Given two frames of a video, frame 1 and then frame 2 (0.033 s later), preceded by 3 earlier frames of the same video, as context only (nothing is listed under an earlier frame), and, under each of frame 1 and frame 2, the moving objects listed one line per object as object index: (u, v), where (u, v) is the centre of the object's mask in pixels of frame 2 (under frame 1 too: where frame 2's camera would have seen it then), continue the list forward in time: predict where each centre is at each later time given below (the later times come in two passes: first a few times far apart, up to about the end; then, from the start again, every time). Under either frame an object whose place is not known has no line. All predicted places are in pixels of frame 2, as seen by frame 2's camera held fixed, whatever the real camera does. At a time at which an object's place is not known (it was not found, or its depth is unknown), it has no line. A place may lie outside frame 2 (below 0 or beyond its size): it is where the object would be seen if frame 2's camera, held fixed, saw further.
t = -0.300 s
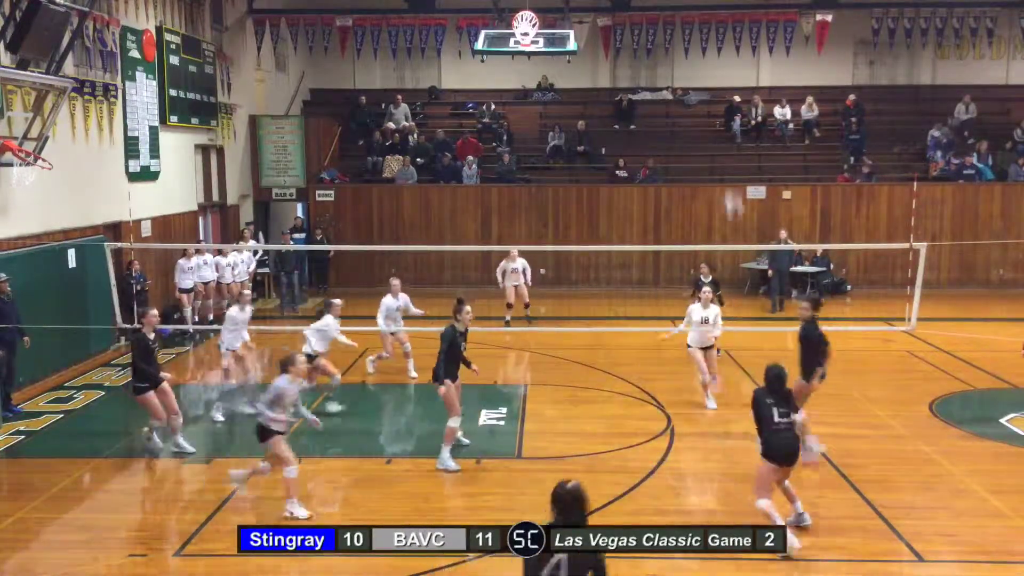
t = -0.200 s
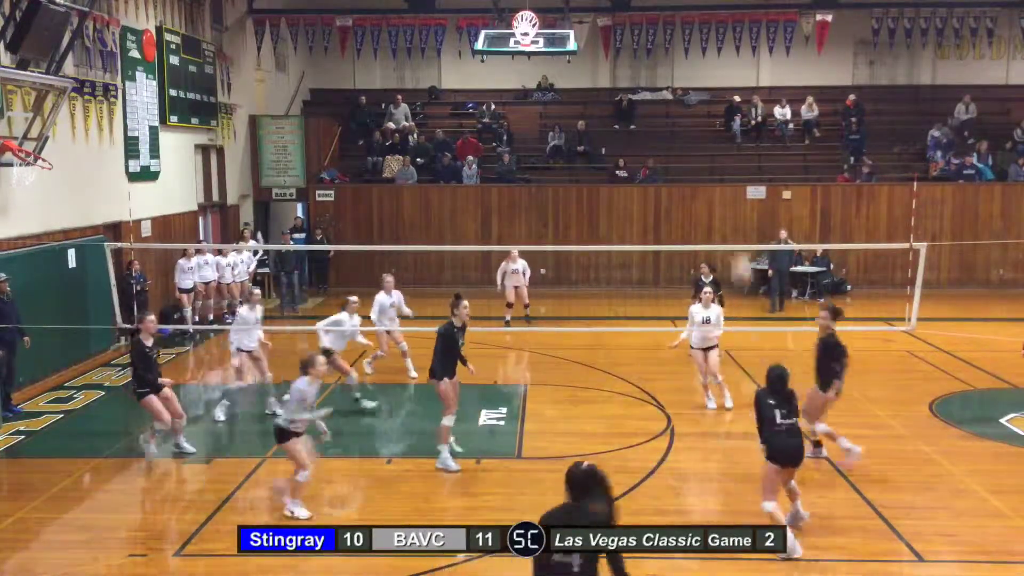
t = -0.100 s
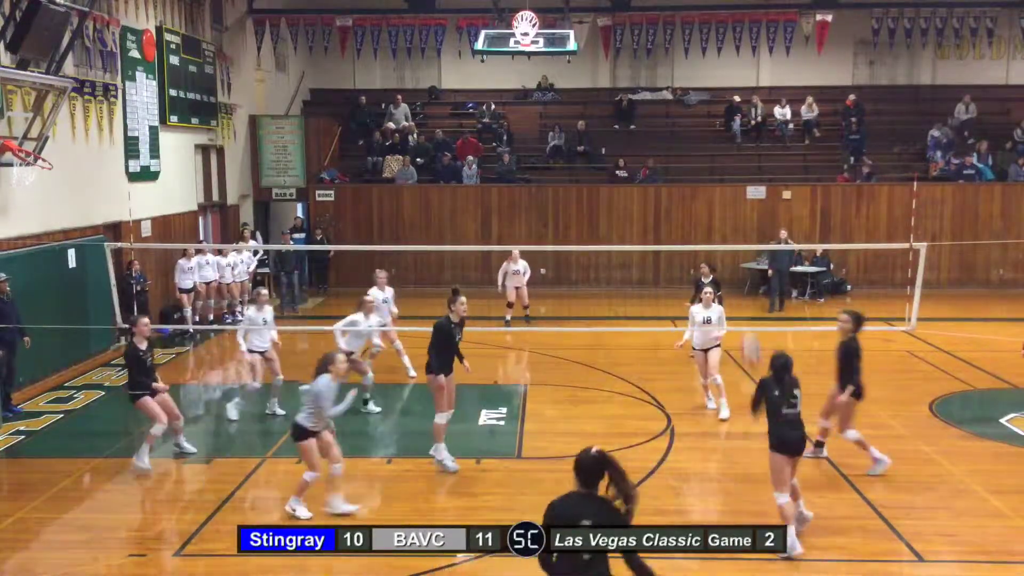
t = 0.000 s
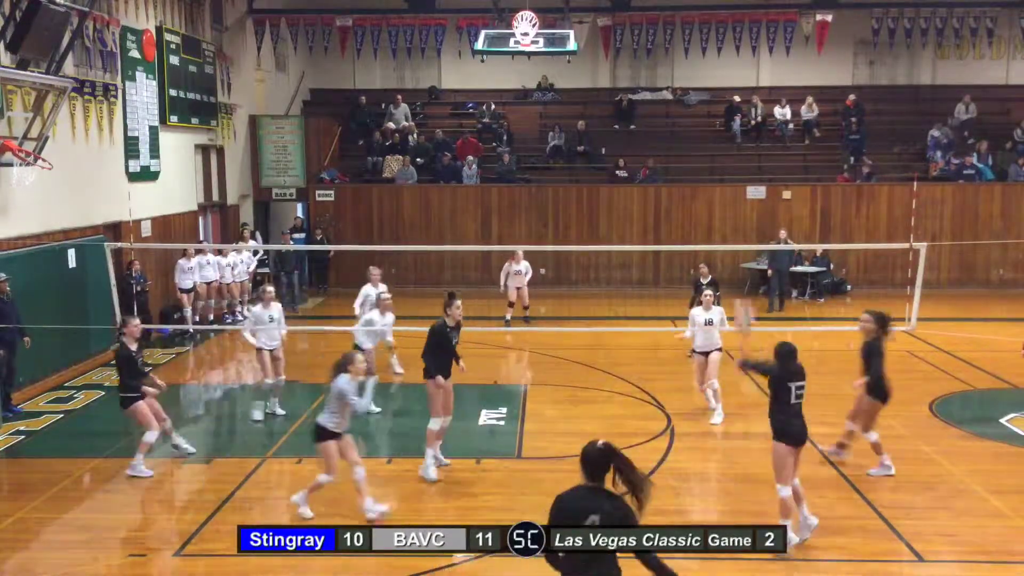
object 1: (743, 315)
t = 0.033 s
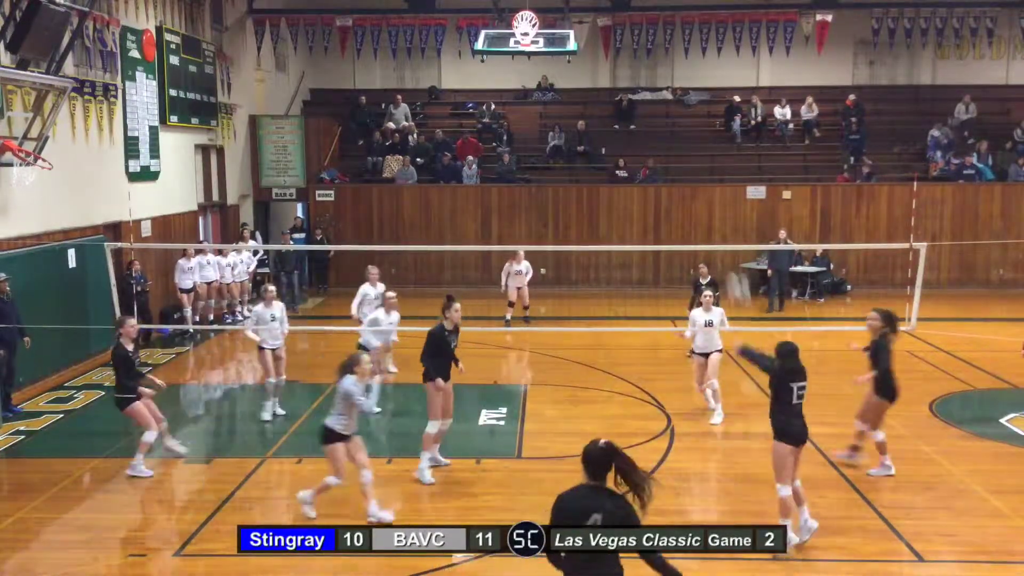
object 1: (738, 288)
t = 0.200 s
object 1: (713, 171)
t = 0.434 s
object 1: (681, 59)
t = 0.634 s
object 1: (655, 17)
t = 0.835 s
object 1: (628, 17)
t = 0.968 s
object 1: (612, 42)
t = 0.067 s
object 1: (734, 265)
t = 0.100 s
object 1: (729, 238)
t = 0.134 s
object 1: (723, 215)
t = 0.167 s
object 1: (718, 191)
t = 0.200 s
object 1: (713, 171)
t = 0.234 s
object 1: (709, 153)
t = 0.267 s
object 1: (704, 135)
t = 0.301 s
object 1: (700, 118)
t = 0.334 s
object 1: (696, 102)
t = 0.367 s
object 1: (692, 89)
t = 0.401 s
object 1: (688, 72)
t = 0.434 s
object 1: (681, 59)
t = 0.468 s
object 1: (677, 49)
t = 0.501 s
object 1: (672, 40)
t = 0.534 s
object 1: (668, 32)
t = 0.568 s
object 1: (664, 27)
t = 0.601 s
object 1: (660, 21)
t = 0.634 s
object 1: (655, 17)
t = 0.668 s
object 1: (652, 14)
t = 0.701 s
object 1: (647, 12)
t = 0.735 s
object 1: (642, 11)
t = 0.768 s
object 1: (637, 12)
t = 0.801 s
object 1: (633, 13)
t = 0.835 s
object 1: (628, 17)
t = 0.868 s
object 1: (625, 21)
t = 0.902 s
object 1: (620, 26)
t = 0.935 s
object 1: (617, 34)
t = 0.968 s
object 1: (612, 42)
